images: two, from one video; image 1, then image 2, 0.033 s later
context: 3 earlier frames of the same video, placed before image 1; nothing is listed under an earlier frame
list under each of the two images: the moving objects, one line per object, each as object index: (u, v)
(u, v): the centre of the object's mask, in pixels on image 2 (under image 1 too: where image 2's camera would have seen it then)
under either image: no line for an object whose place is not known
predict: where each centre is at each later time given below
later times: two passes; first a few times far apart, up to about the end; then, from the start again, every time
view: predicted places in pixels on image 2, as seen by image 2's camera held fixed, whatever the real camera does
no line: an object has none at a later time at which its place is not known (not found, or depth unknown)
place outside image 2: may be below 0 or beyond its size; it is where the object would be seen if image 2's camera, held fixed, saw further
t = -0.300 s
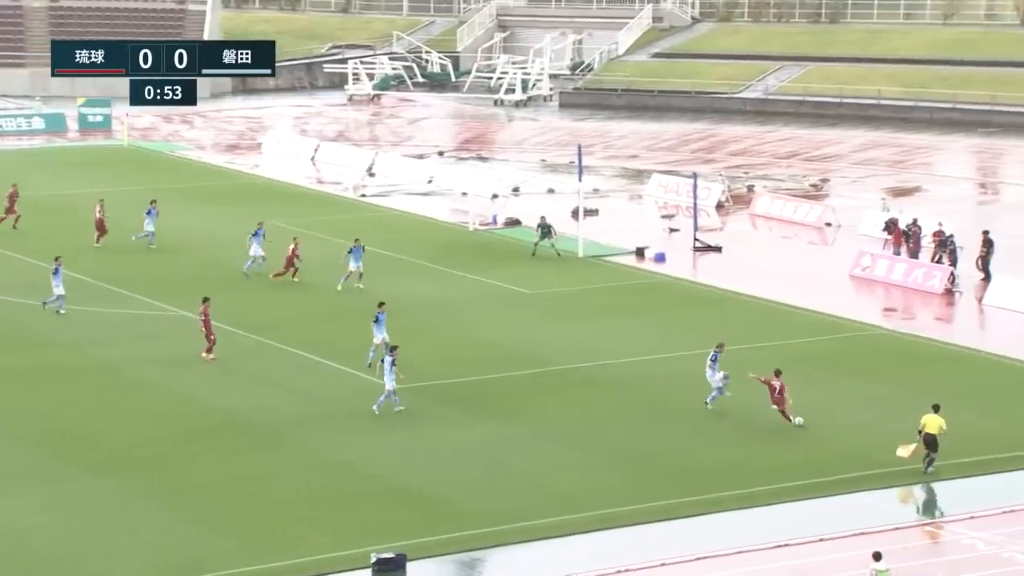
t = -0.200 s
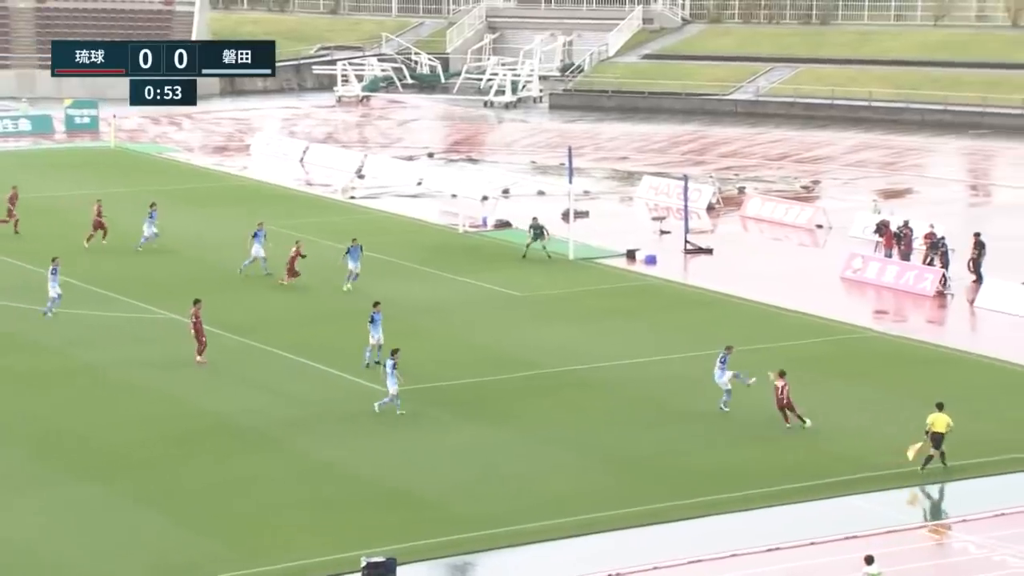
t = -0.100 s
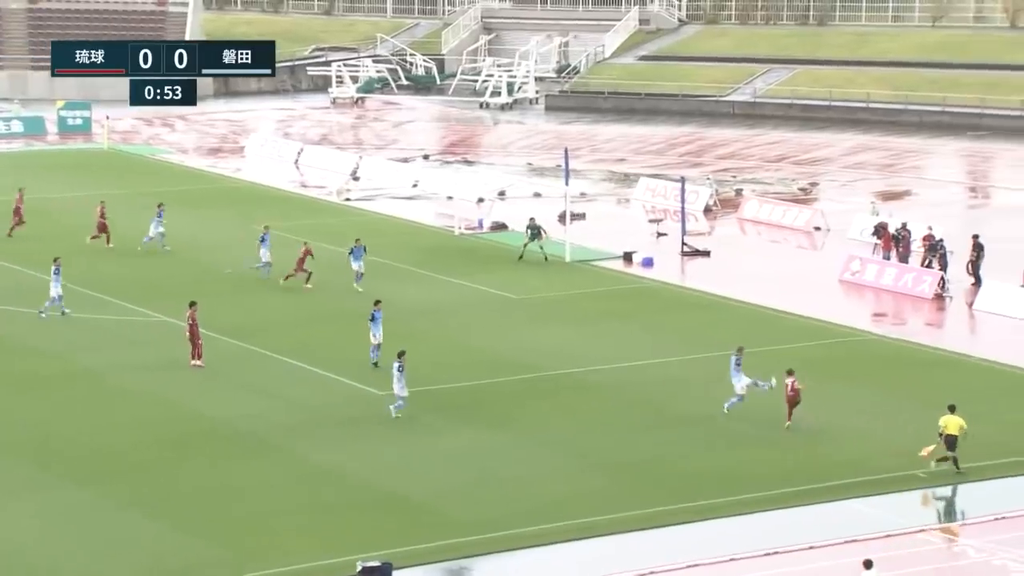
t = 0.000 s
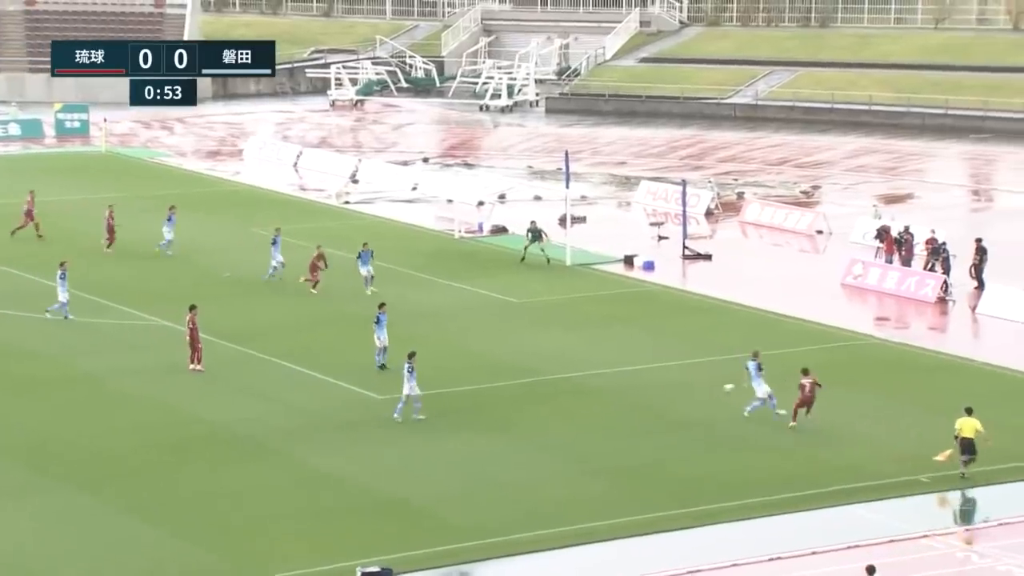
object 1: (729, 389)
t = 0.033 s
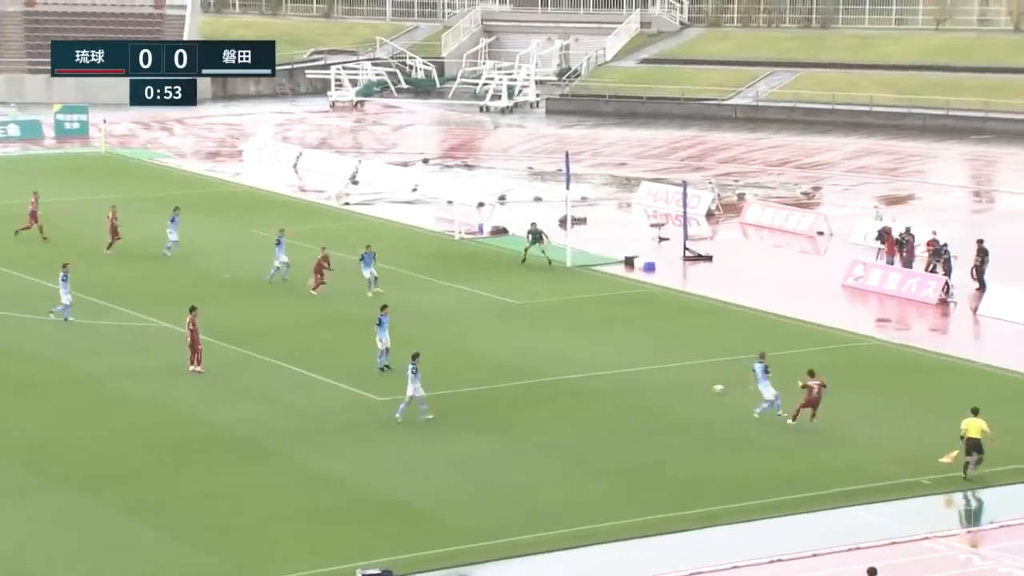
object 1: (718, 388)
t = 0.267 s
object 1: (647, 350)
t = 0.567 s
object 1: (564, 333)
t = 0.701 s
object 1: (532, 320)
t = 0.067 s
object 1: (706, 384)
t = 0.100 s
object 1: (697, 377)
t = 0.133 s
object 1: (687, 370)
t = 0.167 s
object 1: (677, 365)
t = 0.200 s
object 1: (667, 359)
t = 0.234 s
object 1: (657, 354)
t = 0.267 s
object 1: (647, 350)
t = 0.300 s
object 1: (638, 346)
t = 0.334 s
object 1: (628, 342)
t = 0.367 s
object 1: (619, 340)
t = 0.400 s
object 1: (610, 338)
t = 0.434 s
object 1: (601, 336)
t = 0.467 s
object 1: (592, 334)
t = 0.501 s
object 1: (582, 334)
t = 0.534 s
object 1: (573, 333)
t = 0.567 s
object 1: (564, 333)
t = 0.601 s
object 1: (556, 331)
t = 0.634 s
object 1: (548, 327)
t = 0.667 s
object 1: (540, 323)
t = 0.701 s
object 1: (532, 320)
